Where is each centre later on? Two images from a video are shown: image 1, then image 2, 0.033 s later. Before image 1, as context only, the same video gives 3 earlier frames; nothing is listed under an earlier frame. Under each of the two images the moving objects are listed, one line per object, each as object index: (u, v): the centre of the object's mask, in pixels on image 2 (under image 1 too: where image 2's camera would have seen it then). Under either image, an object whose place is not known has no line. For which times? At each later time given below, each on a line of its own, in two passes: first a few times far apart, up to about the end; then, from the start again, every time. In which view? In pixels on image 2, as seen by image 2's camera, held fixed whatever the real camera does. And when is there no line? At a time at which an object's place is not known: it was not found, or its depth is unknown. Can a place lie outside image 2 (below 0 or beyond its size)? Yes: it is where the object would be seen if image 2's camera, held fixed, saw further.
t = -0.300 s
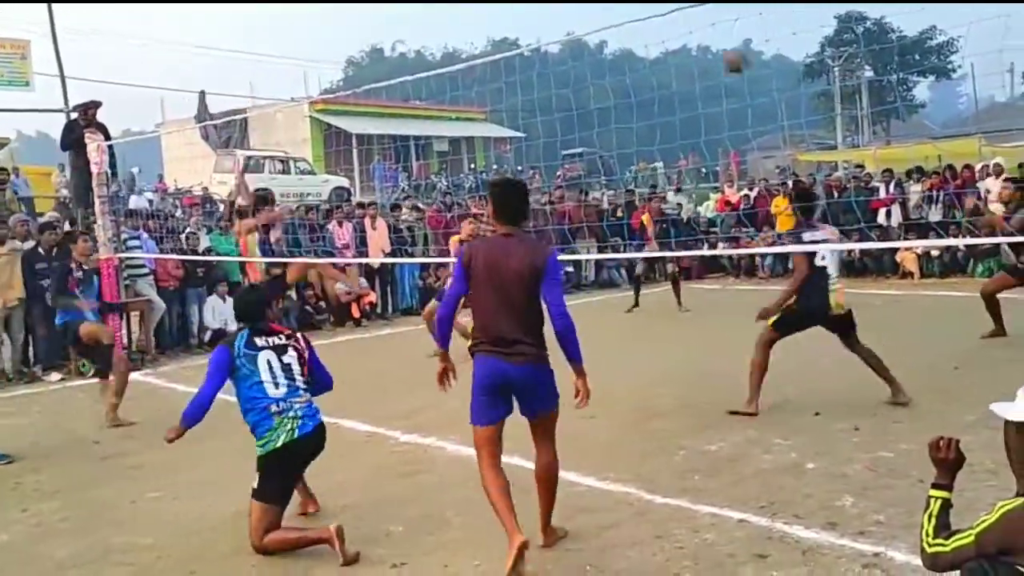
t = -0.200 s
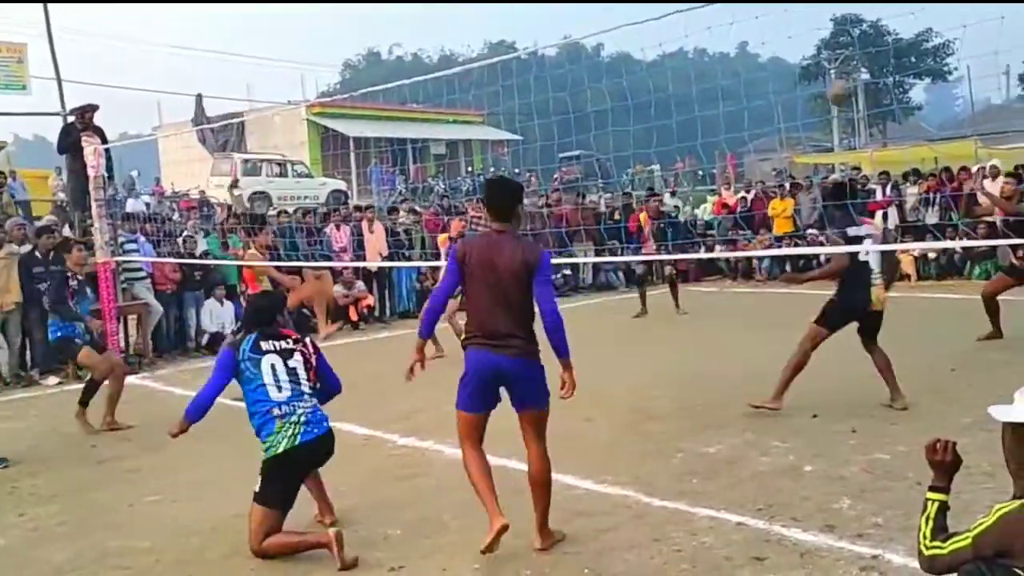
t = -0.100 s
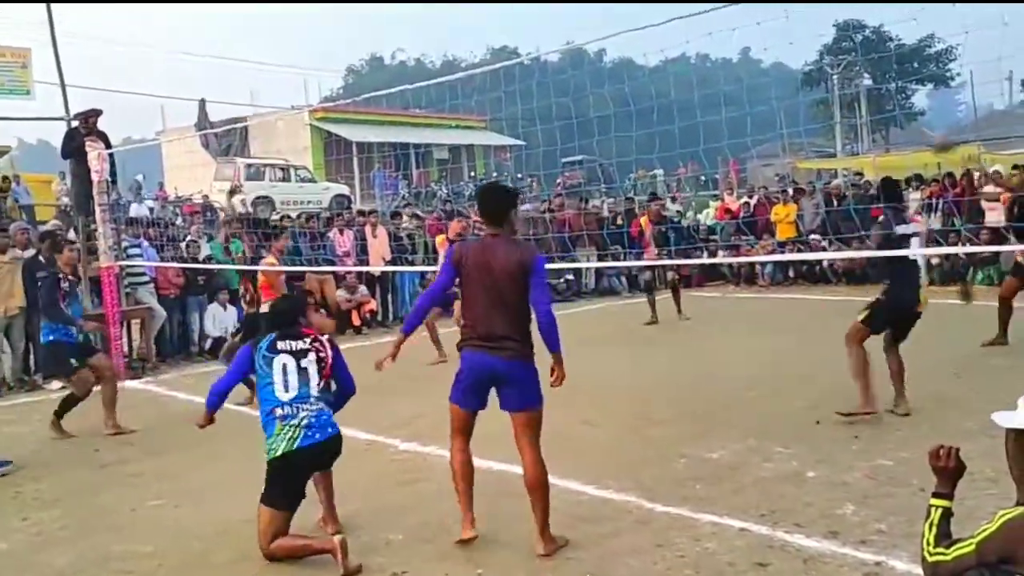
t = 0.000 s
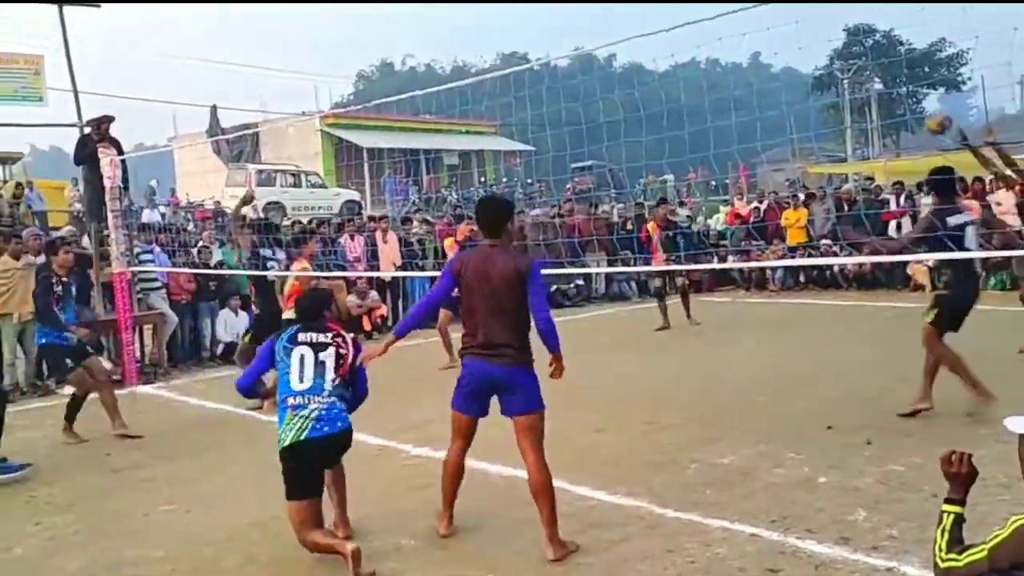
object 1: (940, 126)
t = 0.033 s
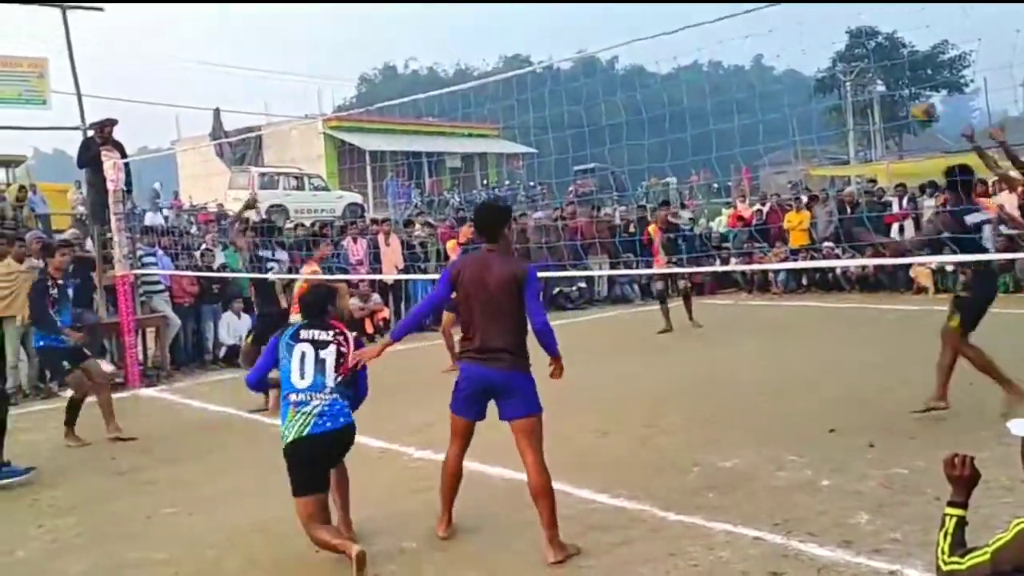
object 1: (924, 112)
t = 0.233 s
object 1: (816, 58)
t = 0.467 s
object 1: (691, 57)
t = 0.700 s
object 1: (573, 118)
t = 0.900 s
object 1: (480, 220)
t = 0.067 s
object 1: (906, 99)
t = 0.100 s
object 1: (887, 86)
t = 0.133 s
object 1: (868, 80)
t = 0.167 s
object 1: (850, 72)
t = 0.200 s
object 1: (832, 65)
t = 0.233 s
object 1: (816, 58)
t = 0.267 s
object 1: (798, 54)
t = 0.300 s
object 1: (780, 51)
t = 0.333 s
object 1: (761, 50)
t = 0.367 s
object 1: (744, 50)
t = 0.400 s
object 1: (727, 50)
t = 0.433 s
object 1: (709, 54)
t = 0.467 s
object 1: (691, 57)
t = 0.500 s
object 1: (673, 62)
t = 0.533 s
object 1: (657, 68)
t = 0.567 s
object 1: (641, 76)
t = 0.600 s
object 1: (625, 84)
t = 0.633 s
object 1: (606, 95)
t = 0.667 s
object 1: (590, 106)
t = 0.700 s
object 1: (573, 118)
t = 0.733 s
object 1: (557, 133)
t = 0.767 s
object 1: (542, 146)
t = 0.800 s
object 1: (525, 164)
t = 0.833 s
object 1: (509, 178)
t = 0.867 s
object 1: (495, 198)
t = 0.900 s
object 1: (480, 220)
